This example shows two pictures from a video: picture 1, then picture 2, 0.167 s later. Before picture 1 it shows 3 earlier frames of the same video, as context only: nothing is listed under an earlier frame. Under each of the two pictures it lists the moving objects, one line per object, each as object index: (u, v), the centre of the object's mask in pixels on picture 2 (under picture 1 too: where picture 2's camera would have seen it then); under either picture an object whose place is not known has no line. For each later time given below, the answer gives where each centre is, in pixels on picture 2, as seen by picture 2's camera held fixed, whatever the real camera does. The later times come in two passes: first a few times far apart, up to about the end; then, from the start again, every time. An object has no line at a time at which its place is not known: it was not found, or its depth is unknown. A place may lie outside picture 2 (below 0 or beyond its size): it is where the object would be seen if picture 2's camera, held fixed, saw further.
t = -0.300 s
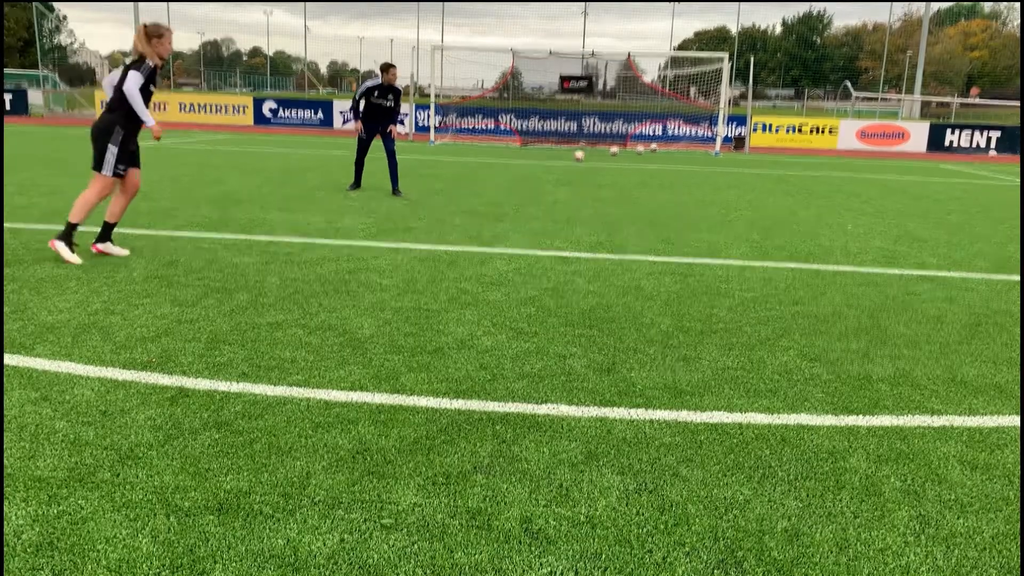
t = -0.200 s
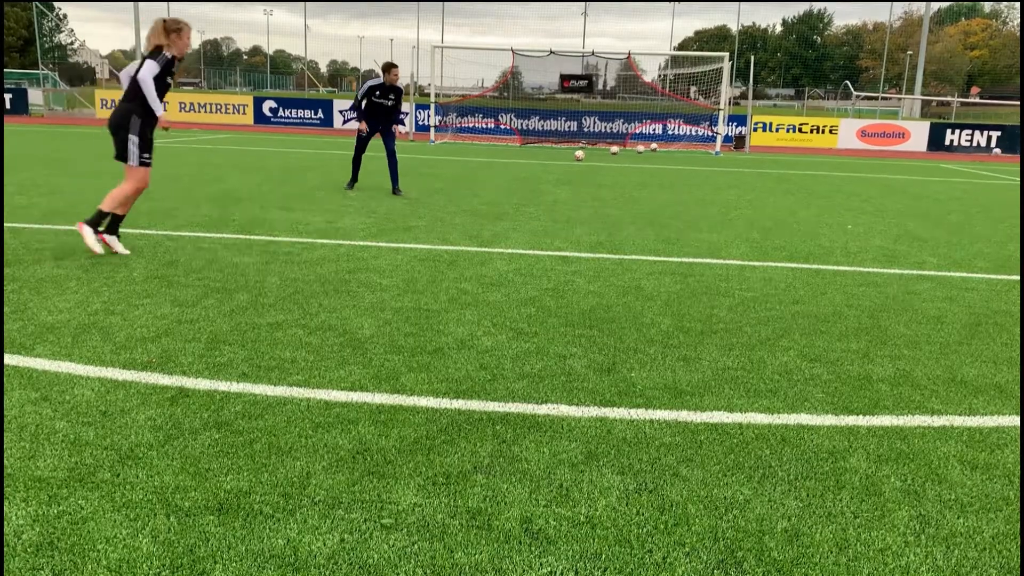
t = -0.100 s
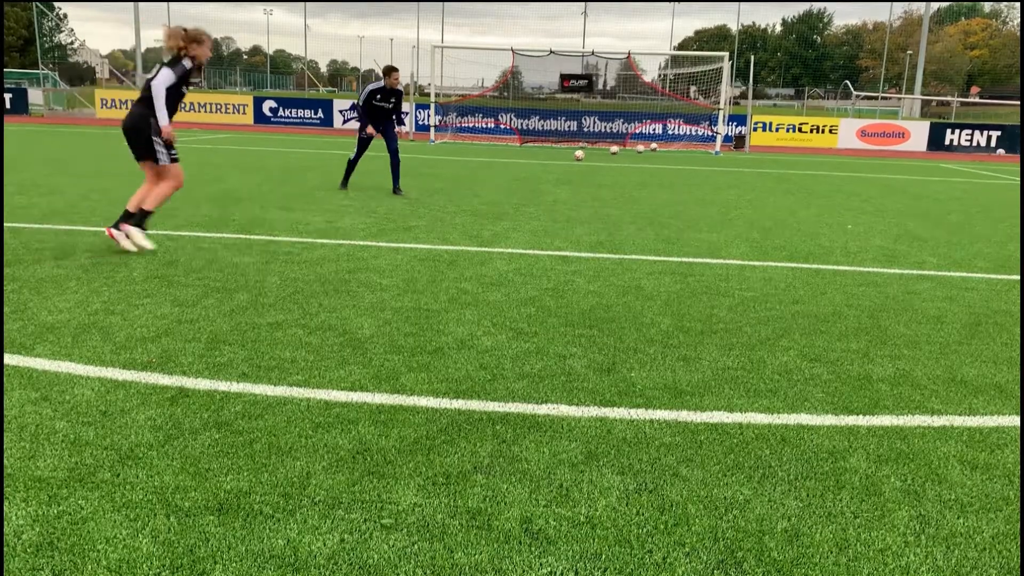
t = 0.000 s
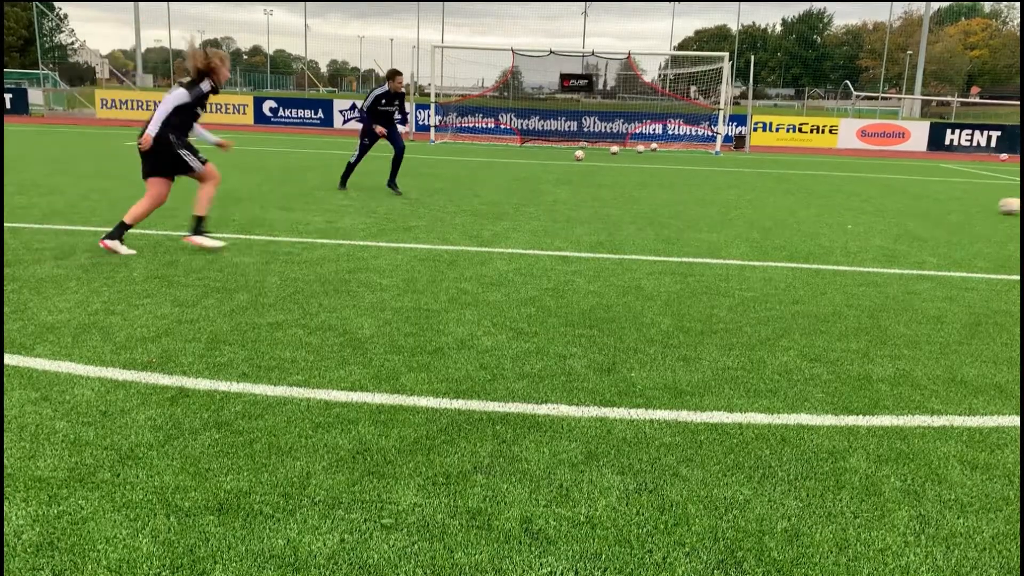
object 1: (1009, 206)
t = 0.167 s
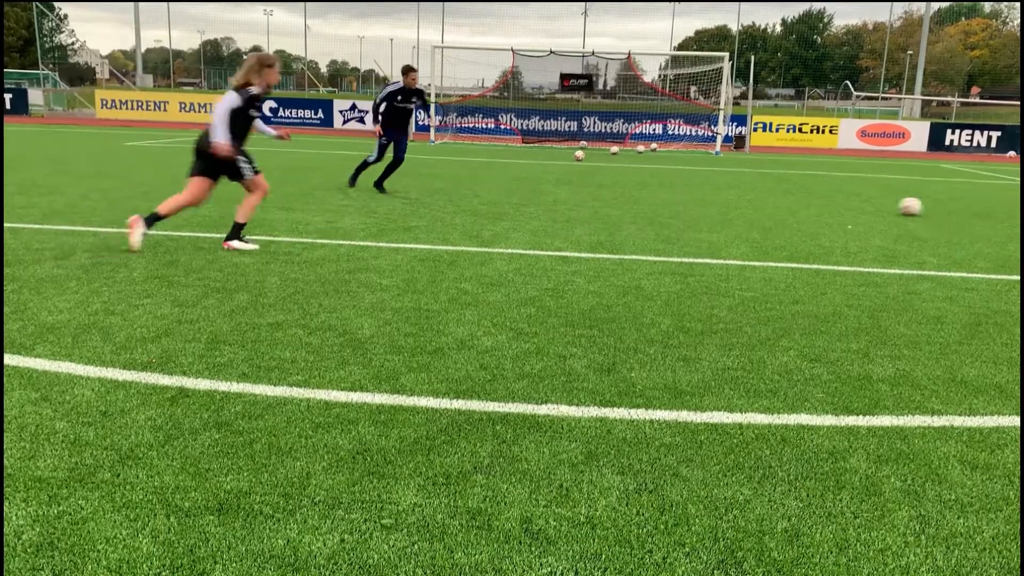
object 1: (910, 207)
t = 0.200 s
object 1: (891, 206)
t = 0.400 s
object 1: (775, 208)
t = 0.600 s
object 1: (661, 208)
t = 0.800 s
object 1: (550, 209)
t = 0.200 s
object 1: (891, 206)
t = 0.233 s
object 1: (872, 206)
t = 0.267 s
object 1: (852, 207)
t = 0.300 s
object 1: (833, 207)
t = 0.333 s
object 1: (814, 207)
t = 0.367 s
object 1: (795, 207)
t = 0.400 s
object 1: (775, 208)
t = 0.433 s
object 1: (756, 208)
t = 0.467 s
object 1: (737, 207)
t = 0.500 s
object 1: (718, 207)
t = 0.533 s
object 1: (699, 208)
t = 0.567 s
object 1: (680, 208)
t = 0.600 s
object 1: (661, 208)
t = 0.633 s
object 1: (643, 208)
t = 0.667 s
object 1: (624, 208)
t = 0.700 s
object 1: (605, 209)
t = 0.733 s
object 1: (586, 209)
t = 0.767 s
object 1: (568, 209)
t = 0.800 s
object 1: (550, 209)
